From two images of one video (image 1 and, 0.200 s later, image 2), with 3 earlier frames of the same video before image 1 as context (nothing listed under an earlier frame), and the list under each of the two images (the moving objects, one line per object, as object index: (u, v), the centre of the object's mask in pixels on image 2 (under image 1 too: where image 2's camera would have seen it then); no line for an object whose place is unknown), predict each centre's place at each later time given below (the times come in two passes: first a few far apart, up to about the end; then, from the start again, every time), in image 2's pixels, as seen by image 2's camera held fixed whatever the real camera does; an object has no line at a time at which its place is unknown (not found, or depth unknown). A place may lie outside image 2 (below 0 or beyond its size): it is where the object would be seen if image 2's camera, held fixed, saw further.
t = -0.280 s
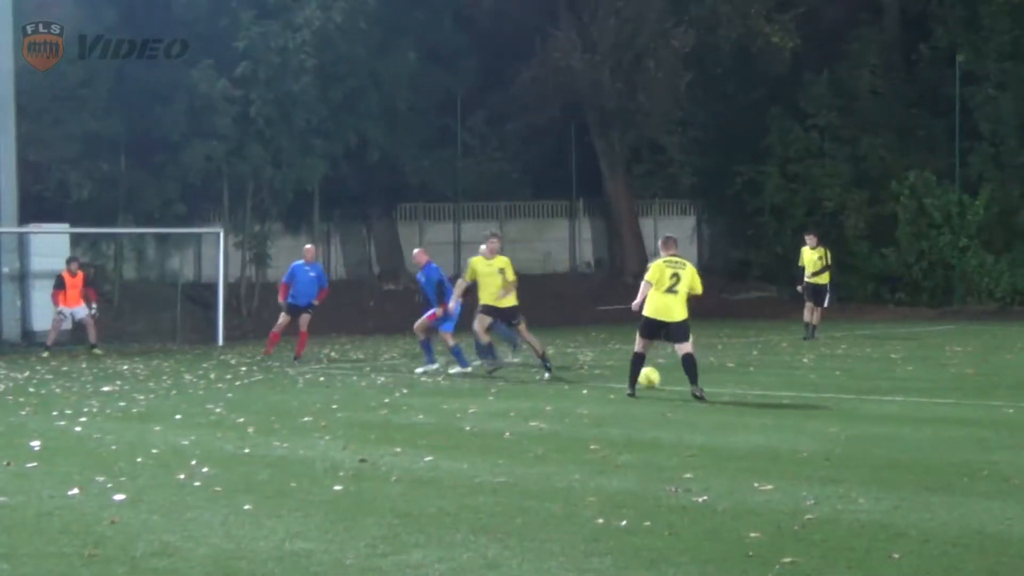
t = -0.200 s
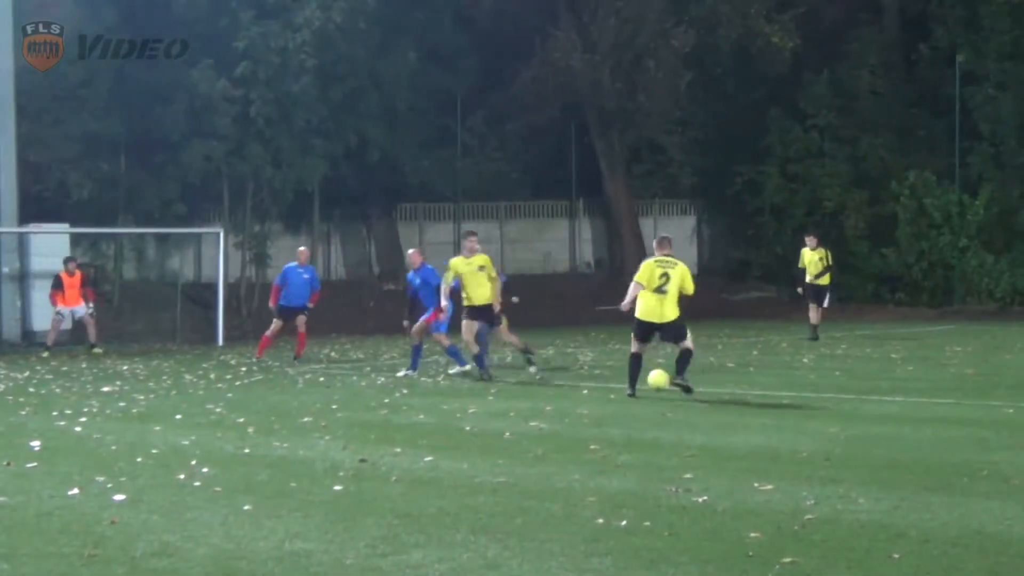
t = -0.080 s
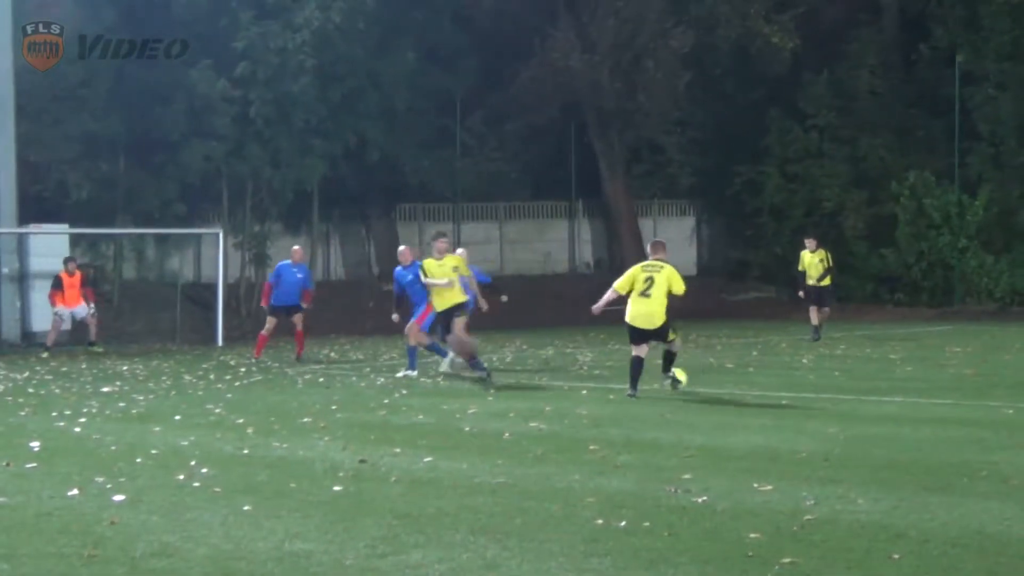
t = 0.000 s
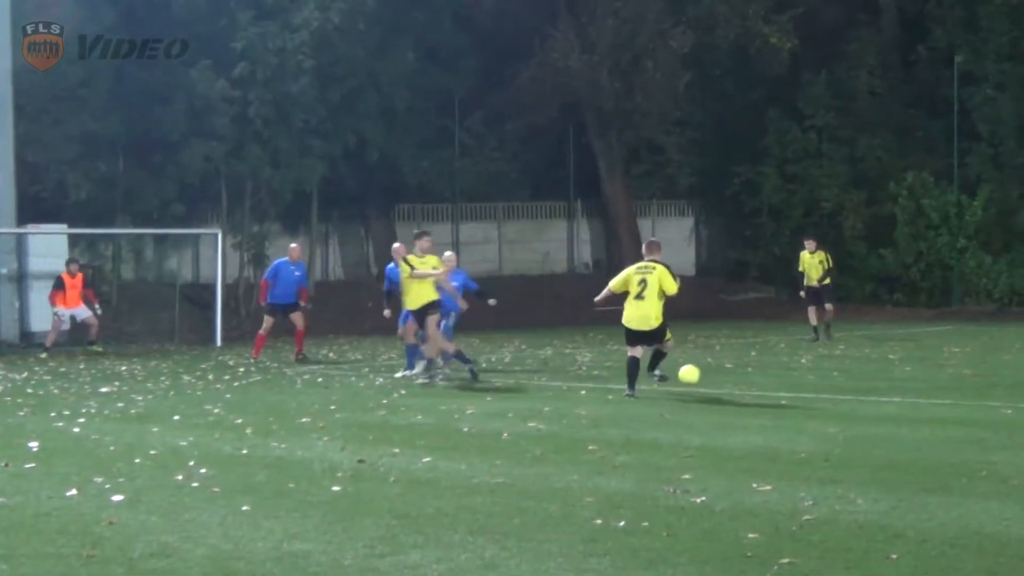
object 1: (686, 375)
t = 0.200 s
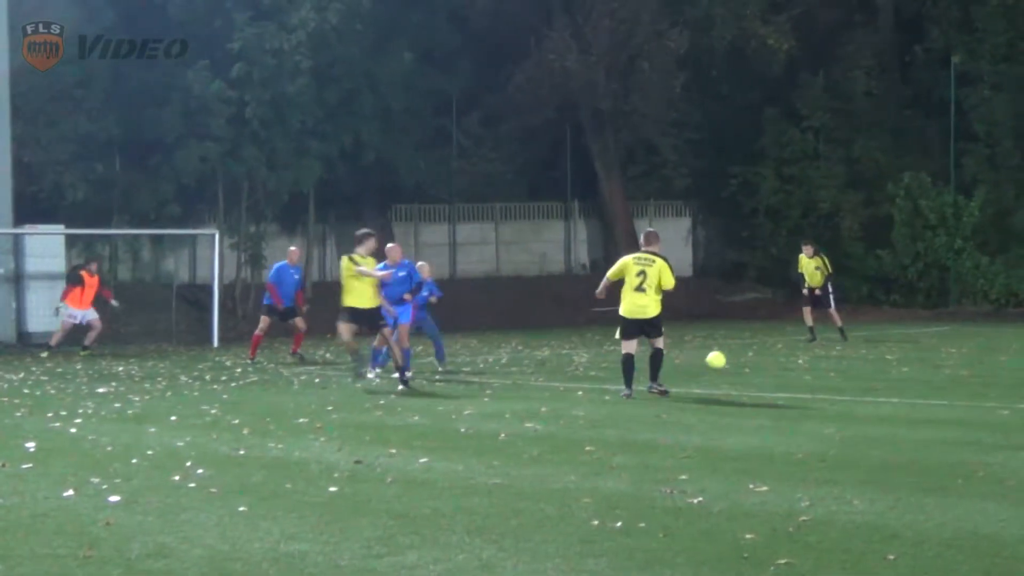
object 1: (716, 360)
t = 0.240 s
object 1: (721, 356)
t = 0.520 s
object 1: (751, 347)
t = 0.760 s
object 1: (770, 341)
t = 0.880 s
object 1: (778, 341)
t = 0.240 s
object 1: (721, 356)
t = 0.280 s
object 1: (726, 355)
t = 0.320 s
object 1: (730, 354)
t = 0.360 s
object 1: (735, 355)
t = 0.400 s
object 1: (739, 355)
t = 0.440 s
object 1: (743, 351)
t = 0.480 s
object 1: (747, 348)
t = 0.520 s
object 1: (751, 347)
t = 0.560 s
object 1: (754, 346)
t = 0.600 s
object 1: (757, 348)
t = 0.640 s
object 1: (760, 347)
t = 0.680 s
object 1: (764, 343)
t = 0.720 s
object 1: (767, 342)
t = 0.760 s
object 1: (770, 341)
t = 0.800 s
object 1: (772, 341)
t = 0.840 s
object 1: (775, 343)
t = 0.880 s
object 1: (778, 341)
